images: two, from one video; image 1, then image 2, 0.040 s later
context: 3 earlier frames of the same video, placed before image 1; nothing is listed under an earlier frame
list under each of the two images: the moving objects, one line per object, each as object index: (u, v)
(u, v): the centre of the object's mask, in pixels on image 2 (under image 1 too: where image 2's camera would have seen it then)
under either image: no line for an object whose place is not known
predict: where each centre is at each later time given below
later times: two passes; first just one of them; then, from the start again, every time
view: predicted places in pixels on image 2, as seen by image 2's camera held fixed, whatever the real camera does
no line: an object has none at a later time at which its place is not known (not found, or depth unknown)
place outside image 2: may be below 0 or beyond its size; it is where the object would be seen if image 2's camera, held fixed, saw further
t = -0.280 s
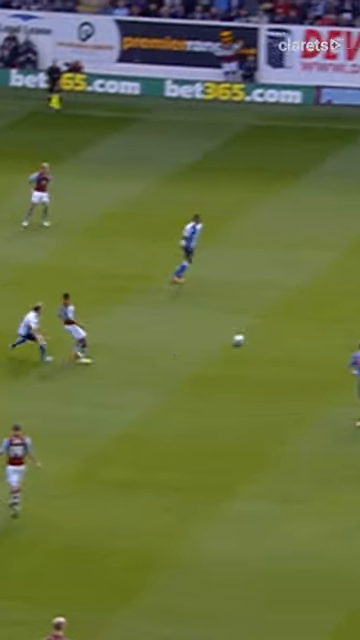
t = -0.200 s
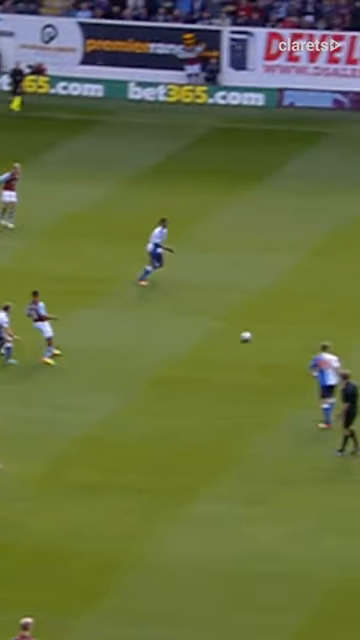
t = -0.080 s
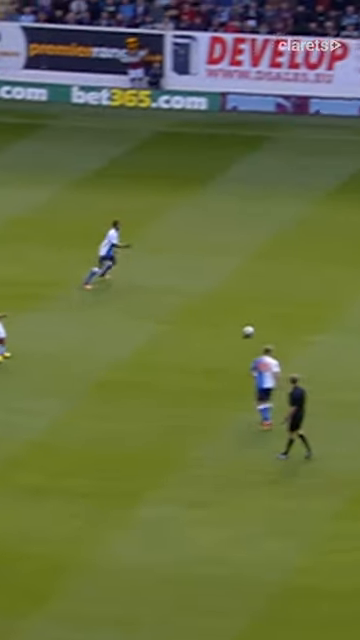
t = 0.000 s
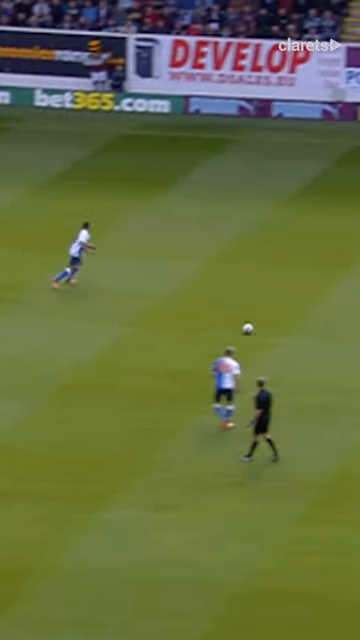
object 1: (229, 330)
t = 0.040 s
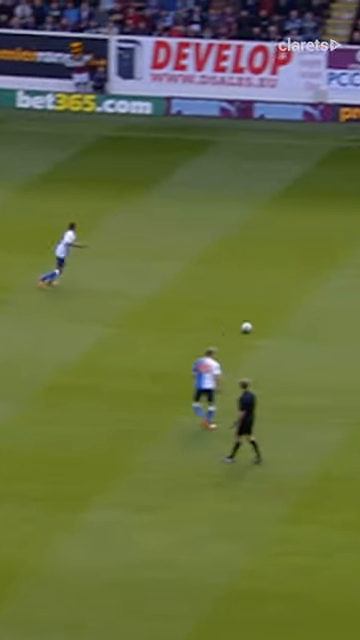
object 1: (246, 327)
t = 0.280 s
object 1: (338, 315)
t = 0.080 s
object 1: (263, 325)
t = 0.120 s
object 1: (280, 323)
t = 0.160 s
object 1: (295, 321)
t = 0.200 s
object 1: (310, 318)
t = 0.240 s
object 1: (324, 316)
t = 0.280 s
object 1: (338, 315)
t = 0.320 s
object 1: (352, 312)
